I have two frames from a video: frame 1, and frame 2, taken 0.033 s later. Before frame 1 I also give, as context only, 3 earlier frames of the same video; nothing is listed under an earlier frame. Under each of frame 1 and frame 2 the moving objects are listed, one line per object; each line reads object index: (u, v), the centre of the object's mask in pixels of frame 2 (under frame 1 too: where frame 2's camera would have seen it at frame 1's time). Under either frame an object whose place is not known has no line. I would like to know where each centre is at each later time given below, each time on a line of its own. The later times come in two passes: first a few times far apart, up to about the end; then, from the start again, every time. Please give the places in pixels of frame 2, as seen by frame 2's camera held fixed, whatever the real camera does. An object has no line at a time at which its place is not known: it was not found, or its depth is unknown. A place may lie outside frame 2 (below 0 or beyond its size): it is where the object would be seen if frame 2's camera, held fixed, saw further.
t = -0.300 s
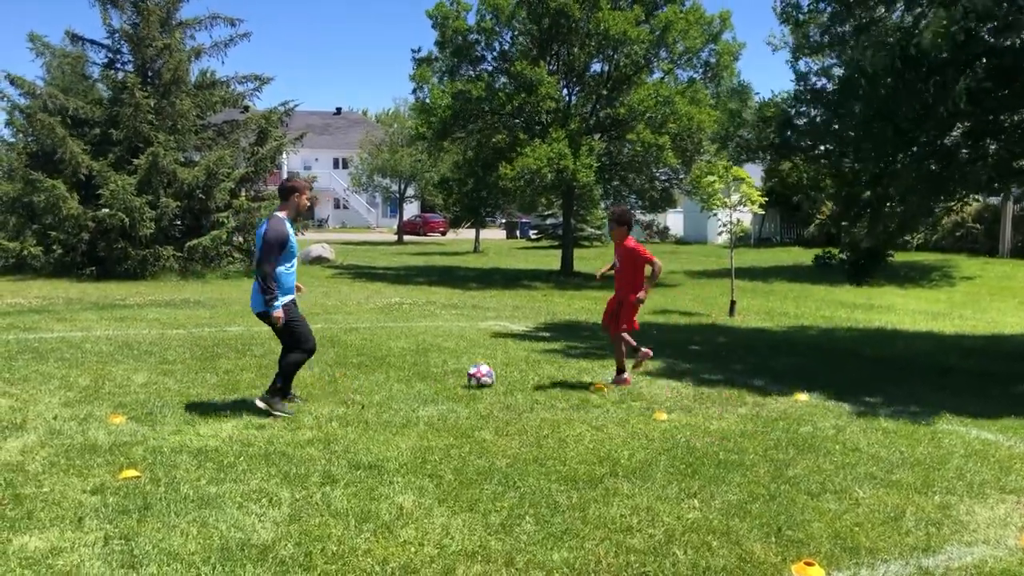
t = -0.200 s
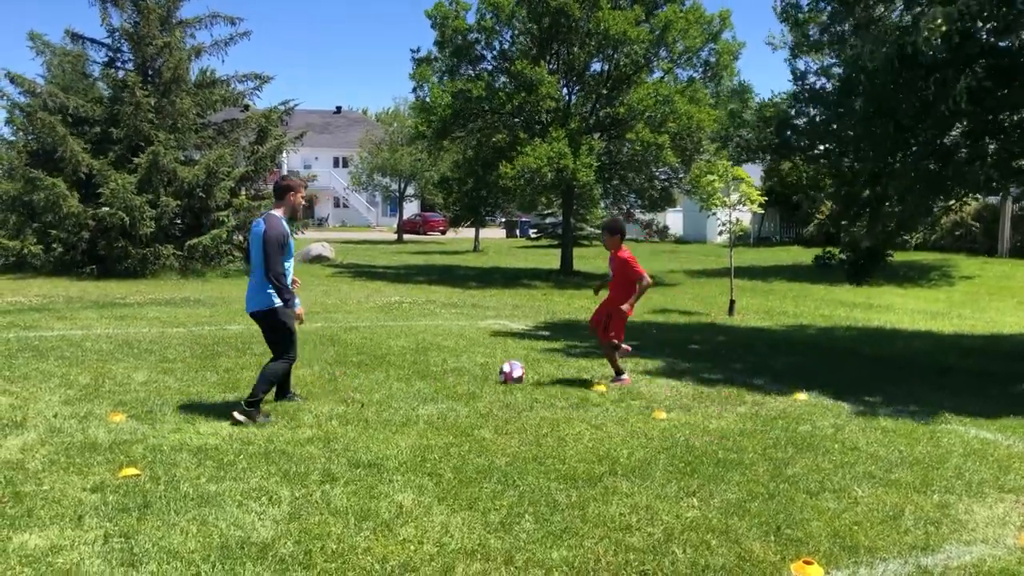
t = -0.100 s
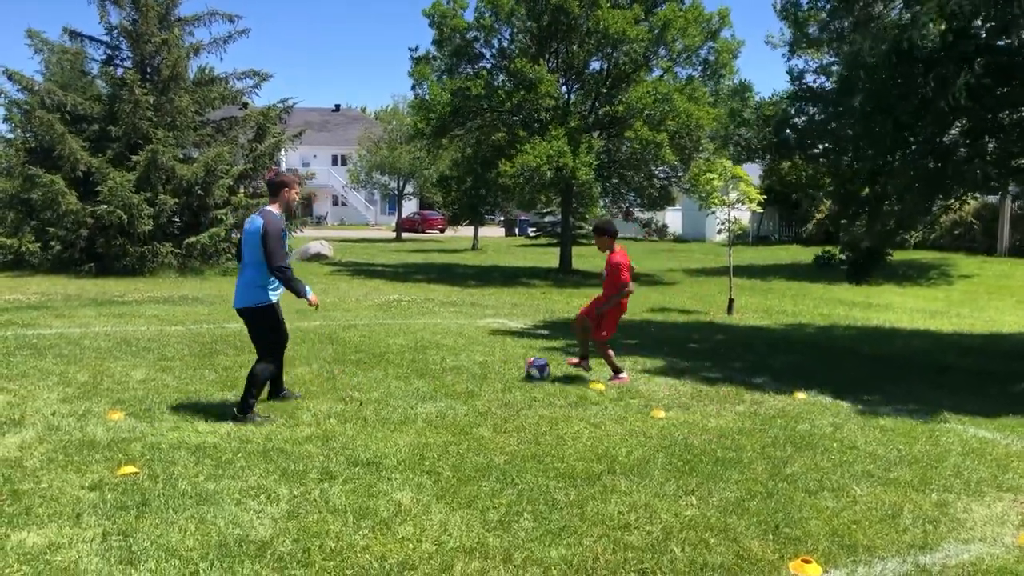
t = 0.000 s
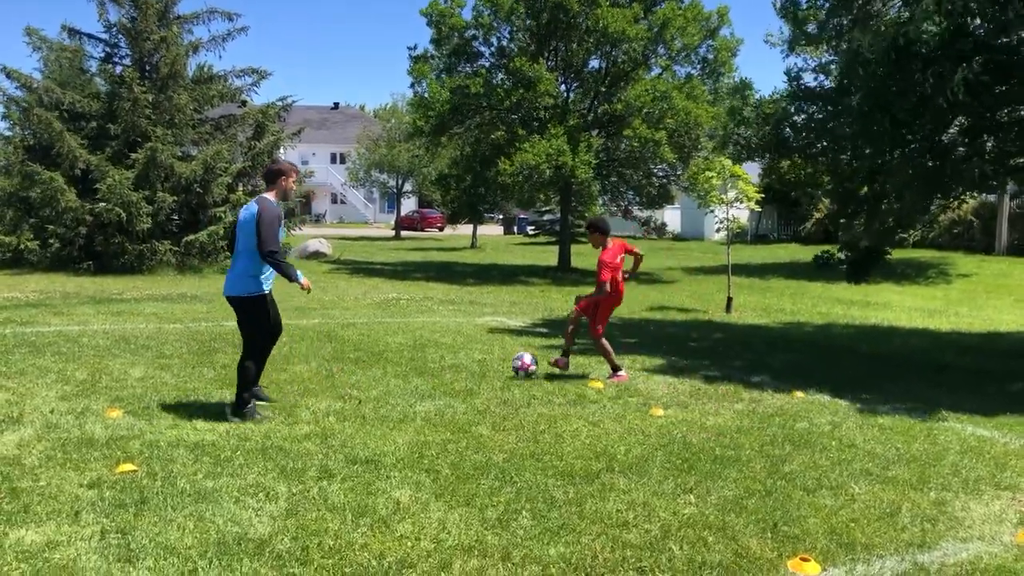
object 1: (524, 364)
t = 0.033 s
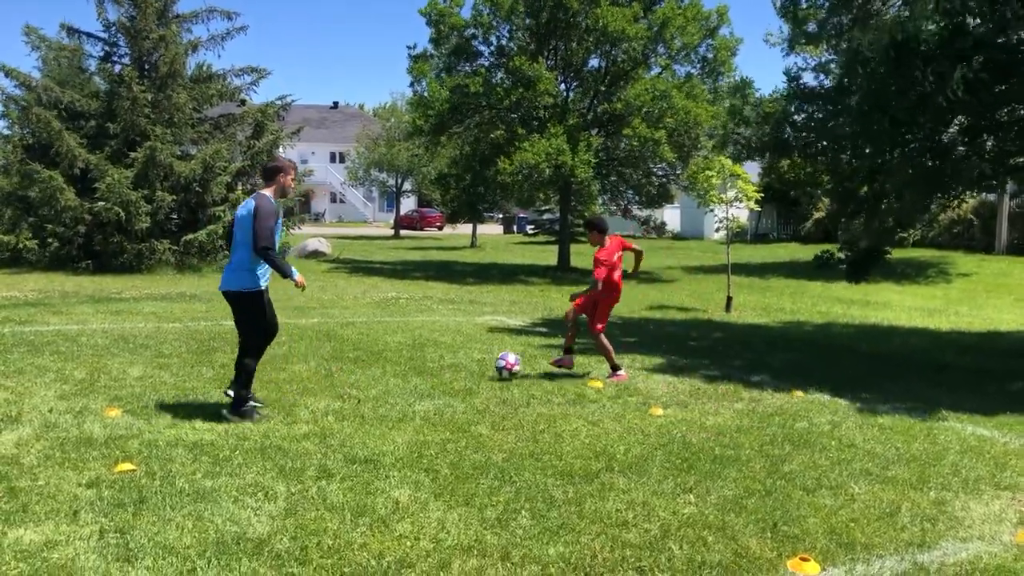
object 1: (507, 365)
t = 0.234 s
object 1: (415, 375)
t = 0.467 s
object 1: (337, 384)
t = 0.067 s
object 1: (490, 367)
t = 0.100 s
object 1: (474, 370)
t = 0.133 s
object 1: (456, 374)
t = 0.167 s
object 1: (440, 377)
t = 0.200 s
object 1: (427, 376)
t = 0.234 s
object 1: (415, 375)
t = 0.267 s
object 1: (404, 375)
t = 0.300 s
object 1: (392, 376)
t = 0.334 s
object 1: (382, 377)
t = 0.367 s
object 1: (369, 381)
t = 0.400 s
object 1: (358, 383)
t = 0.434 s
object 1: (347, 385)
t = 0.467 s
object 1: (337, 384)
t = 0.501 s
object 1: (327, 384)
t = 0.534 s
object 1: (317, 384)
